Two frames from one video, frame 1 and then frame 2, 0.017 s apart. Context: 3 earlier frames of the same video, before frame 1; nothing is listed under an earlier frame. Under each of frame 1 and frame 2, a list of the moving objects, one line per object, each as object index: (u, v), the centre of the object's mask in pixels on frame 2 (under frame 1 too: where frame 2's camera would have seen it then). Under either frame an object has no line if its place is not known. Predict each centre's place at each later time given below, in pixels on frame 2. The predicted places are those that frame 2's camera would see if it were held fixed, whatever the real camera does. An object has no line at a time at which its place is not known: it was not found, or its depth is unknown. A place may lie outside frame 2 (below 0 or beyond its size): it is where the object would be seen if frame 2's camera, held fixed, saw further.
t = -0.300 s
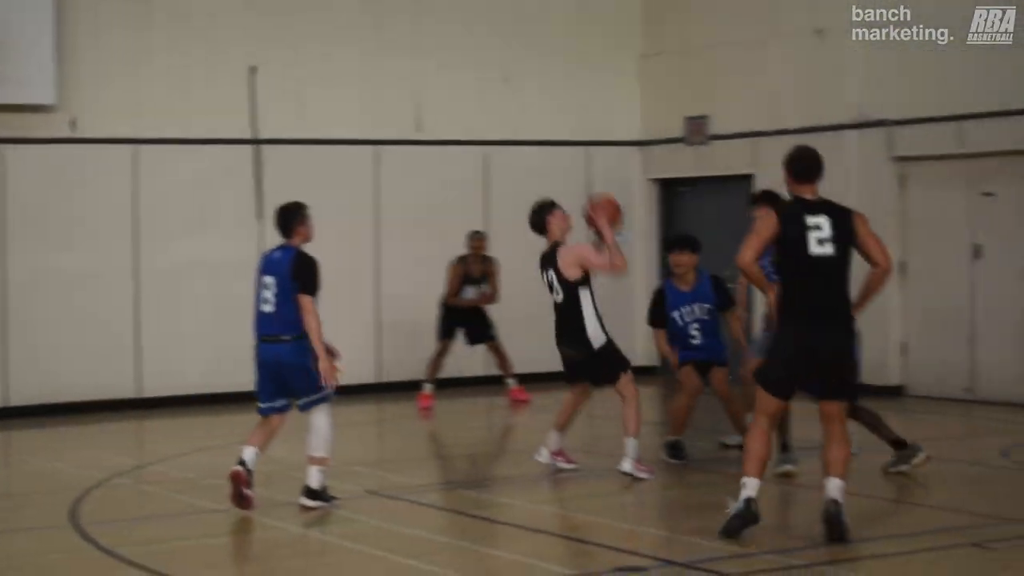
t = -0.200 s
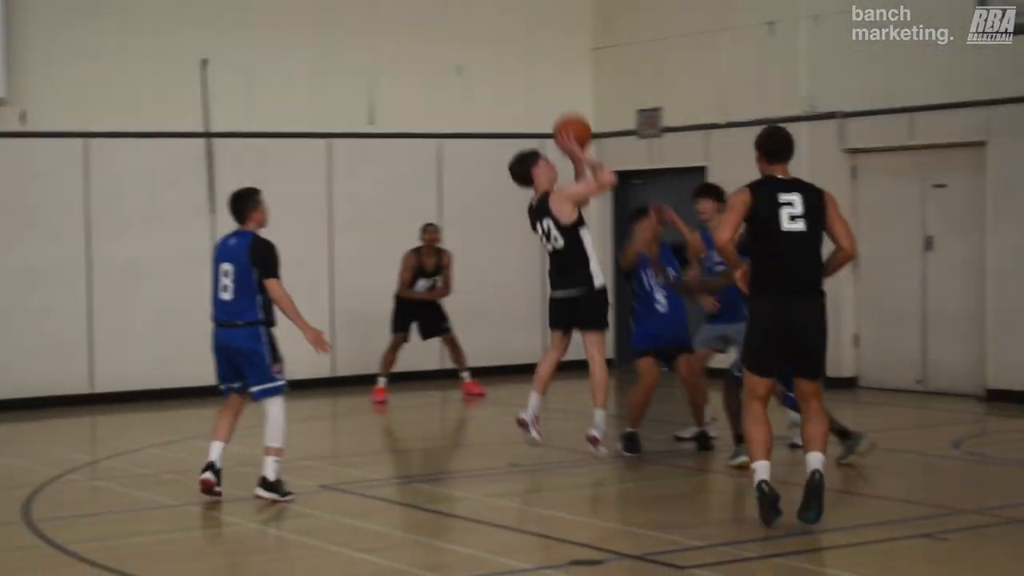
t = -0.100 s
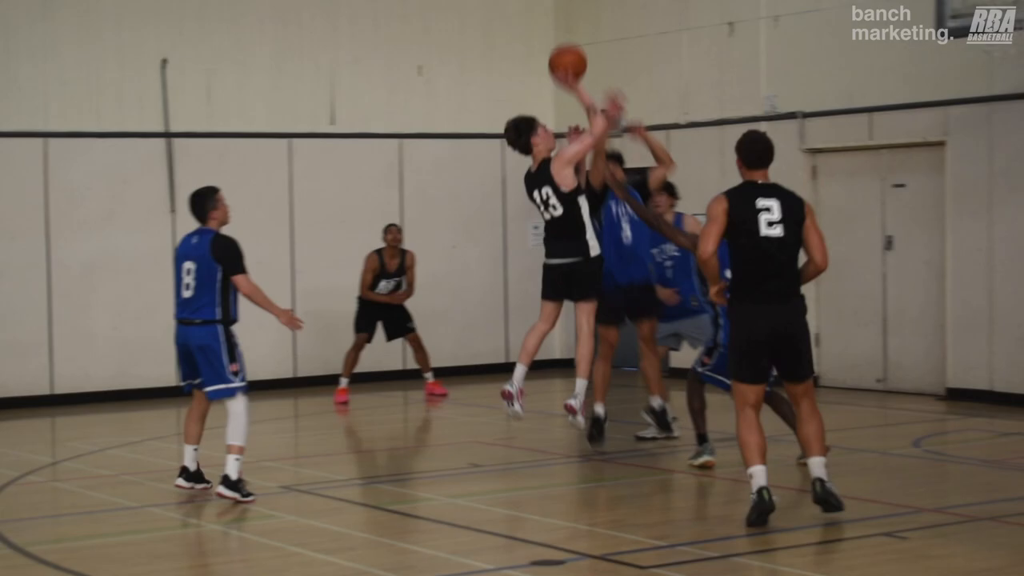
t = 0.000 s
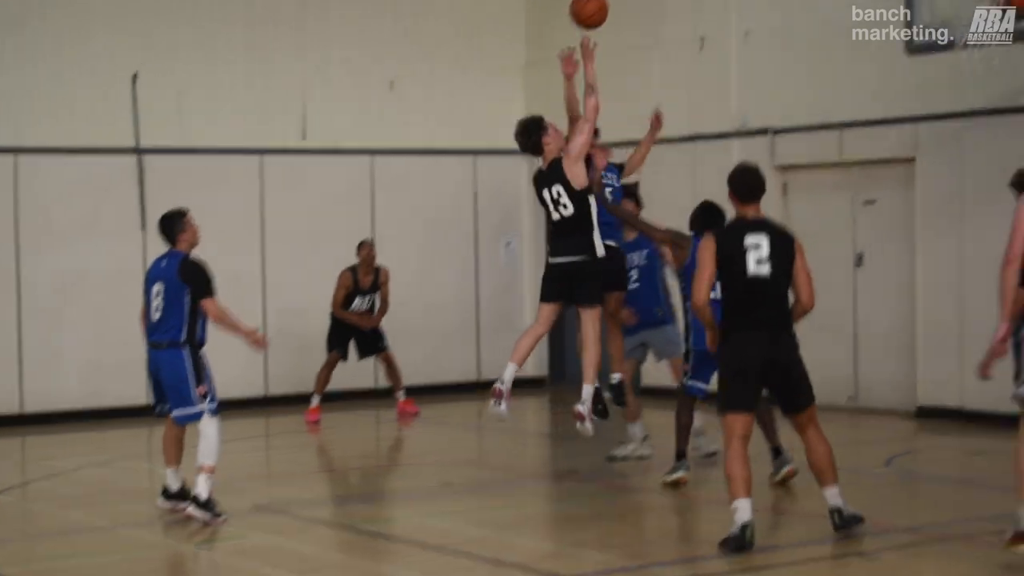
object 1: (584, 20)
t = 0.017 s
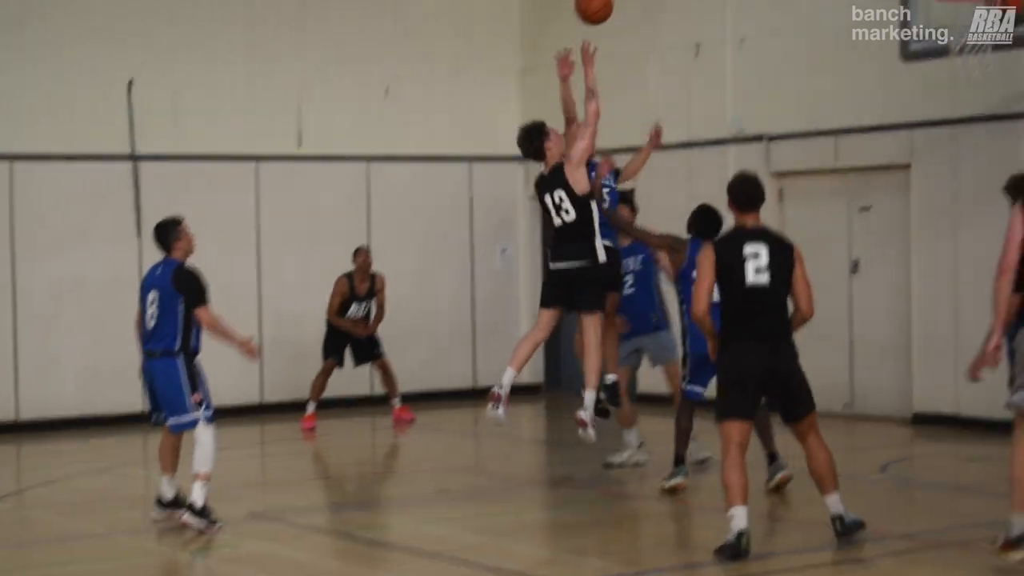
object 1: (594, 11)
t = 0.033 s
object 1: (605, 0)
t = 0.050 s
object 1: (615, -11)
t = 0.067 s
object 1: (625, -22)
